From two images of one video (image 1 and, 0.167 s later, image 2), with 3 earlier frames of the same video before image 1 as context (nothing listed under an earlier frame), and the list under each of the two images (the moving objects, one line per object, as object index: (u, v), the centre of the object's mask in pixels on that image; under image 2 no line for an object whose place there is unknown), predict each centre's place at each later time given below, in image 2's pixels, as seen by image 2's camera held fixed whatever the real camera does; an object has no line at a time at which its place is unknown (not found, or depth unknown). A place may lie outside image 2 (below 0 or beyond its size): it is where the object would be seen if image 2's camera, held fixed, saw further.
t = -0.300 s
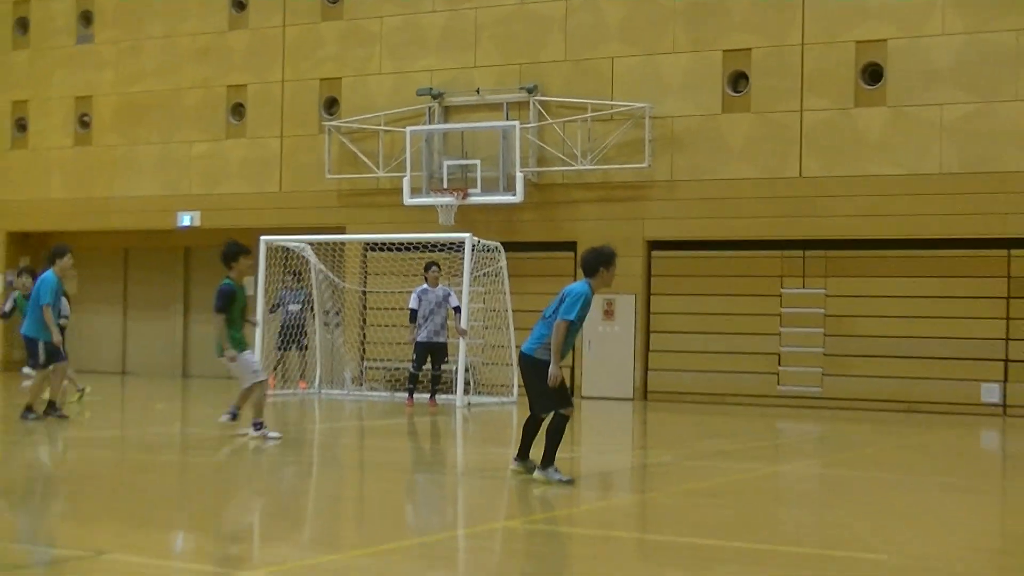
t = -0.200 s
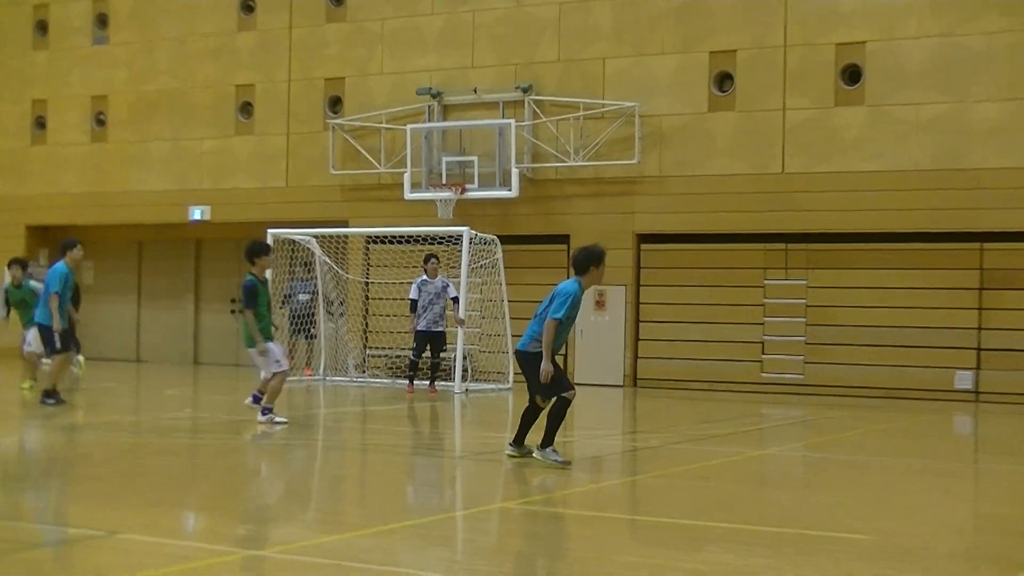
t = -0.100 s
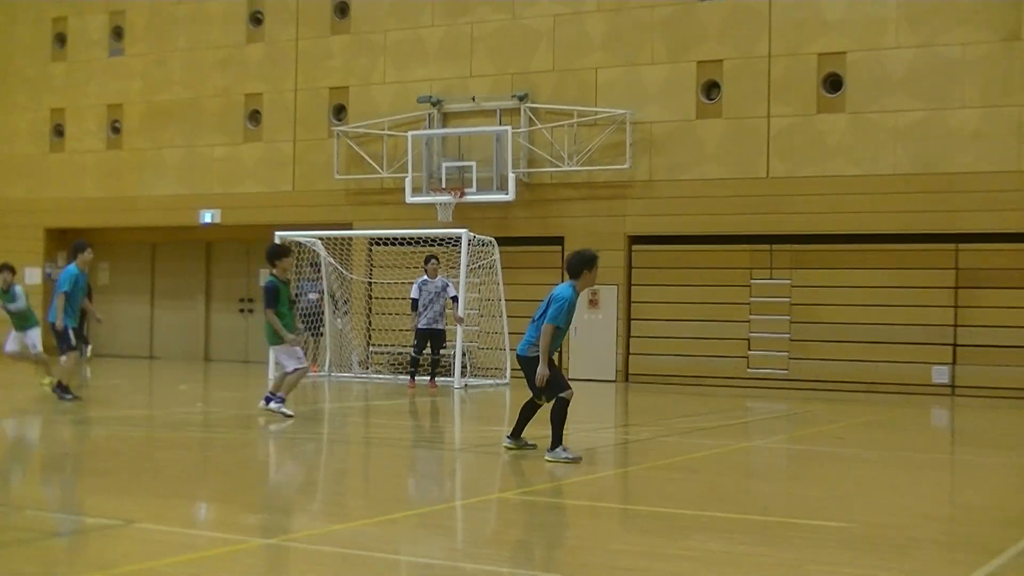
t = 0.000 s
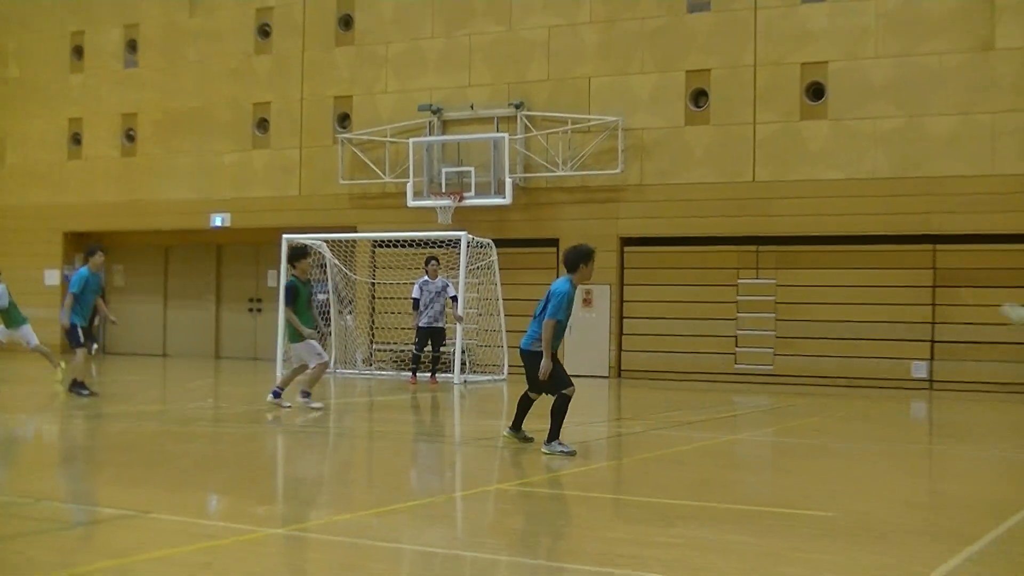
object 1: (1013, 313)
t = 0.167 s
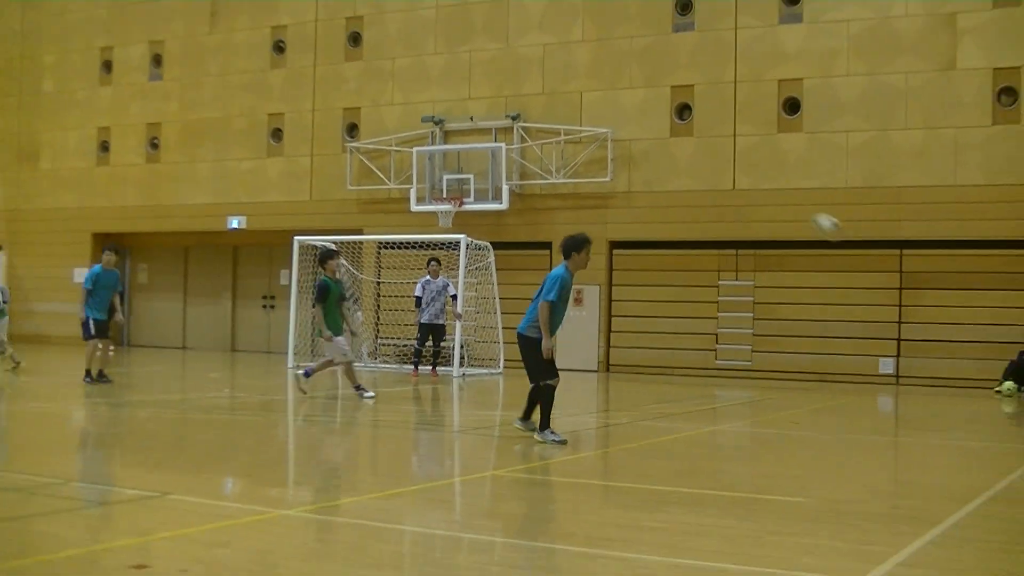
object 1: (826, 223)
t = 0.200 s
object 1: (792, 205)
